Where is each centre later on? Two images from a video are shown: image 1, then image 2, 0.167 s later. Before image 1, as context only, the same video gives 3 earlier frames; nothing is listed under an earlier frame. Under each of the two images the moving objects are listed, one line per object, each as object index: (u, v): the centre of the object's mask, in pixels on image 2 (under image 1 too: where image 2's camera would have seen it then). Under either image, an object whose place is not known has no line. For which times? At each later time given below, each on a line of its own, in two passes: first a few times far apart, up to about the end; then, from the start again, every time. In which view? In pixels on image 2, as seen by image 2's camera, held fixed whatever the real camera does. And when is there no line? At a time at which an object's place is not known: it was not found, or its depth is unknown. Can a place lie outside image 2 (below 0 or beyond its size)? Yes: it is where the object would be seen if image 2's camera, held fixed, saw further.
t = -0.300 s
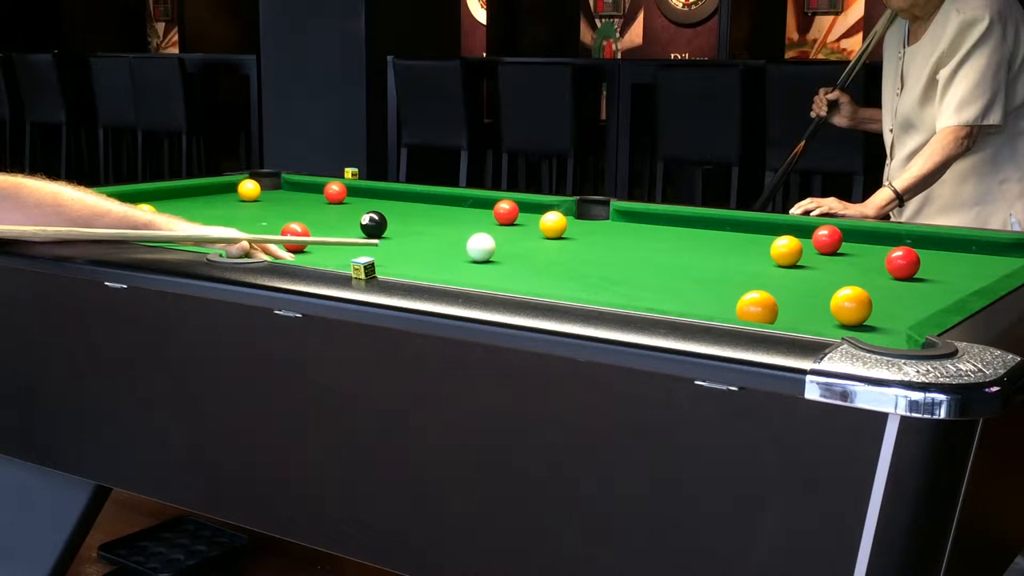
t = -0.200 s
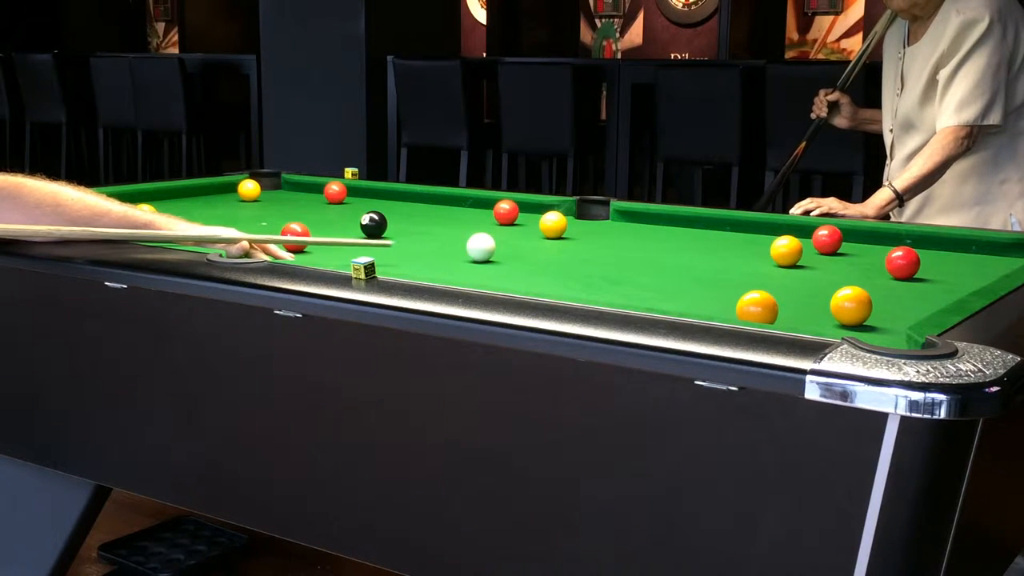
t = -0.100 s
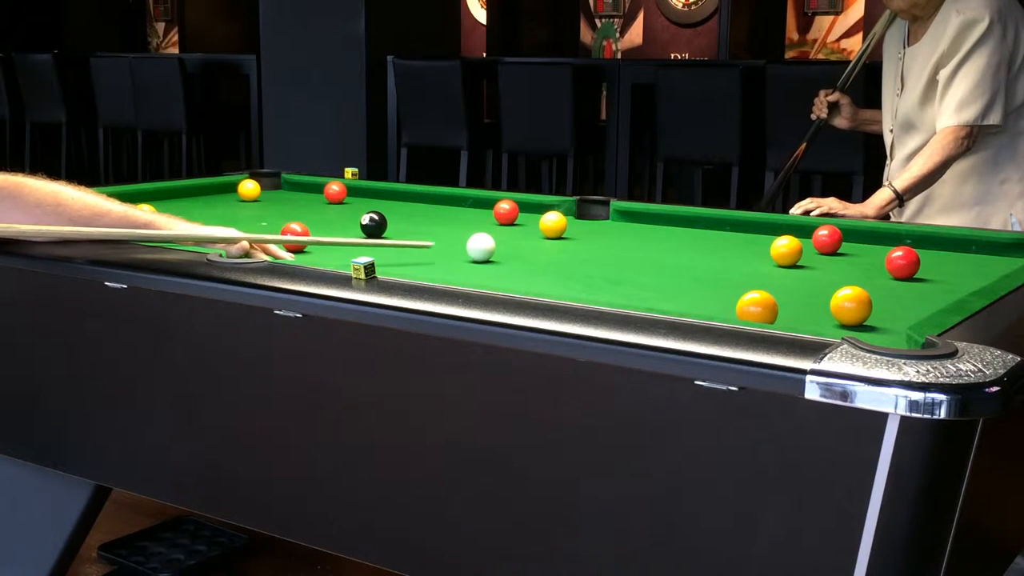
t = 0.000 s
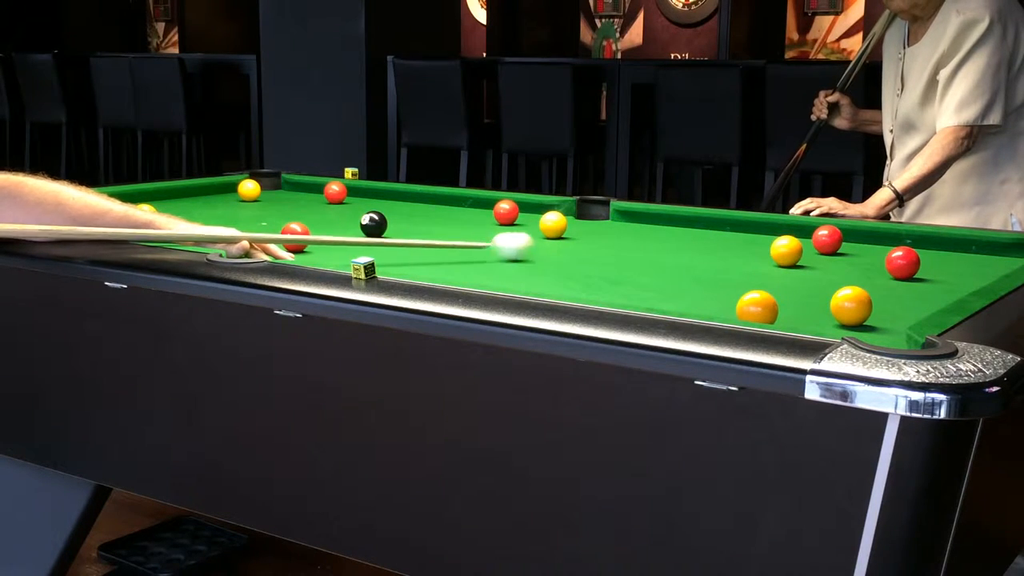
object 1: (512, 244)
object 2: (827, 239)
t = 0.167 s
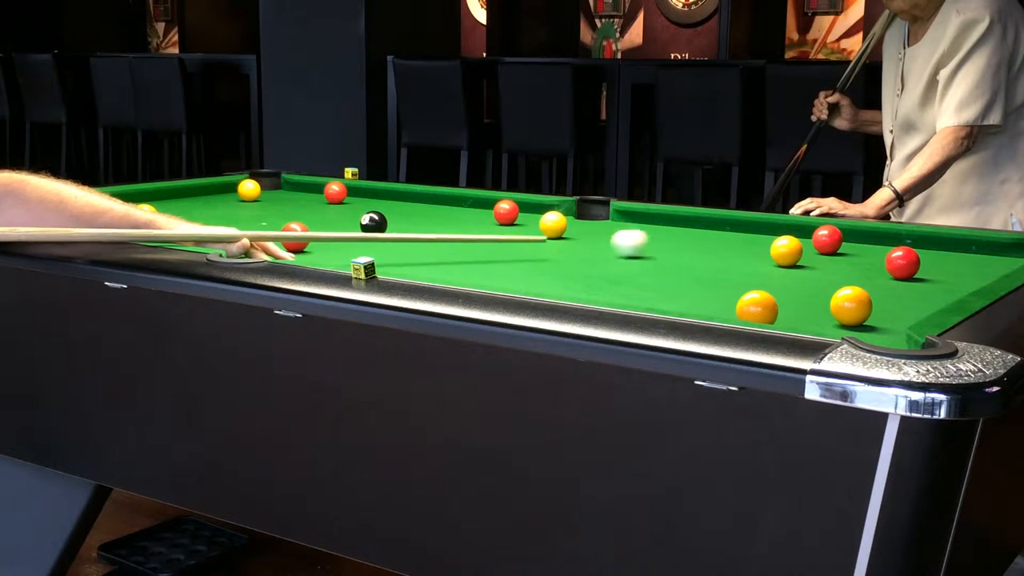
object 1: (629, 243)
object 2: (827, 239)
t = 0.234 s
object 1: (671, 242)
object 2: (827, 239)
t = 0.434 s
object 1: (792, 233)
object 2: (827, 239)
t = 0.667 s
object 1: (817, 231)
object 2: (912, 240)
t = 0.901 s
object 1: (804, 232)
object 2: (990, 246)
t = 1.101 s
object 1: (785, 232)
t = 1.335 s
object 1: (763, 241)
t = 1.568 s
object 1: (747, 246)
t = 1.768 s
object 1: (731, 249)
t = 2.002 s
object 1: (715, 253)
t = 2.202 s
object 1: (702, 256)
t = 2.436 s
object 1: (688, 260)
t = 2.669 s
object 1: (676, 263)
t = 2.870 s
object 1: (666, 265)
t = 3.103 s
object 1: (657, 267)
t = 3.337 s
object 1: (649, 268)
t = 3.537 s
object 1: (644, 270)
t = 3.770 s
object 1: (640, 270)
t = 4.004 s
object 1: (638, 271)
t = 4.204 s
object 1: (638, 271)
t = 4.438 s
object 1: (638, 271)
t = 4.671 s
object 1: (638, 271)
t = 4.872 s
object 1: (638, 271)
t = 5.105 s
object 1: (638, 271)
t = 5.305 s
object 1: (638, 271)
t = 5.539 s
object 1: (639, 271)
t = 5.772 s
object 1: (638, 271)
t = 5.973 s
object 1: (638, 271)
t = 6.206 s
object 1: (638, 271)
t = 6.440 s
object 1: (638, 271)
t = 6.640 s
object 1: (639, 270)
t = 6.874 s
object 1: (638, 271)
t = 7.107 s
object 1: (639, 271)
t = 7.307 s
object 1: (639, 271)
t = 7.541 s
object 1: (638, 271)
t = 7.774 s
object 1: (638, 271)
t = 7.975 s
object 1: (639, 270)
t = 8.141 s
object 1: (638, 271)
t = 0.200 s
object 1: (651, 242)
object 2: (827, 239)
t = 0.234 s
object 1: (671, 242)
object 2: (827, 239)
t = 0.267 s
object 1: (692, 241)
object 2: (827, 239)
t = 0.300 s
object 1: (712, 241)
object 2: (827, 239)
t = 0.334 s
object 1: (732, 240)
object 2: (827, 239)
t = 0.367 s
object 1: (751, 240)
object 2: (827, 239)
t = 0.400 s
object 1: (768, 237)
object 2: (827, 239)
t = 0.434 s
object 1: (792, 233)
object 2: (827, 239)
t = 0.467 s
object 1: (800, 235)
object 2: (837, 239)
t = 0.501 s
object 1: (801, 234)
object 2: (852, 239)
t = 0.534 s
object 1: (803, 233)
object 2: (865, 240)
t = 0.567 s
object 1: (806, 233)
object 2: (877, 241)
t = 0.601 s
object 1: (810, 233)
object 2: (887, 240)
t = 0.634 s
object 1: (813, 232)
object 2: (899, 238)
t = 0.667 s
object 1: (817, 231)
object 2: (912, 240)
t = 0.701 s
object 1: (821, 230)
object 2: (923, 243)
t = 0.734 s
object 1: (819, 230)
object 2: (934, 244)
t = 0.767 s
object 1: (816, 231)
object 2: (945, 244)
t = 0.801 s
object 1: (813, 232)
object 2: (956, 245)
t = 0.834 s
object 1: (809, 232)
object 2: (967, 245)
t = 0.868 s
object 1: (807, 232)
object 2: (979, 246)
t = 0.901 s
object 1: (804, 232)
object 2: (990, 246)
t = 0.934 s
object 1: (802, 232)
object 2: (1001, 247)
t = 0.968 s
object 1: (799, 232)
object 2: (1010, 248)
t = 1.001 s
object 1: (796, 232)
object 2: (1017, 247)
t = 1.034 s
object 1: (793, 232)
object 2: (1021, 248)
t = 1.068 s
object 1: (789, 232)
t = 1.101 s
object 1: (785, 232)
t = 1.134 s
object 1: (782, 232)
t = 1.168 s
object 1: (778, 233)
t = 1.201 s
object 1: (774, 235)
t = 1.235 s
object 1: (771, 237)
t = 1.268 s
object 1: (768, 238)
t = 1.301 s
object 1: (766, 240)
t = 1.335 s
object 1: (763, 241)
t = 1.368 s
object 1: (762, 242)
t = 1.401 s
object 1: (759, 242)
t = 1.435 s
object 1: (757, 243)
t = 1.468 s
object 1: (754, 244)
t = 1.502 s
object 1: (752, 245)
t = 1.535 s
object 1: (749, 245)
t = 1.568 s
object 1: (747, 246)
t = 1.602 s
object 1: (744, 246)
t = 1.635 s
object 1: (741, 247)
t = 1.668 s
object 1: (739, 247)
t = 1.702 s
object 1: (736, 248)
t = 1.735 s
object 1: (734, 248)
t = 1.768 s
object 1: (731, 249)
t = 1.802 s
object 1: (729, 250)
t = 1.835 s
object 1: (726, 250)
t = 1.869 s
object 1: (724, 251)
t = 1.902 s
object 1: (722, 251)
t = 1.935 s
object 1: (719, 252)
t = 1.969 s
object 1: (717, 253)
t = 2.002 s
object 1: (715, 253)
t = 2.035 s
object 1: (713, 254)
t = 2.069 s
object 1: (710, 254)
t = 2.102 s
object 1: (708, 255)
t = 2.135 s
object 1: (706, 255)
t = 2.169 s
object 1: (704, 256)
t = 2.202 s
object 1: (702, 256)
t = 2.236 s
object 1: (699, 257)
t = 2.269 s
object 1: (697, 257)
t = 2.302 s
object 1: (695, 258)
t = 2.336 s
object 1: (693, 258)
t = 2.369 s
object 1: (691, 258)
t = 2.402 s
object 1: (690, 259)
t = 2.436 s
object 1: (688, 260)
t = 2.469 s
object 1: (686, 260)
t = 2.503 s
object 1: (684, 260)
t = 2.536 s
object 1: (682, 261)
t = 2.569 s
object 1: (681, 261)
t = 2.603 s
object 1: (679, 262)
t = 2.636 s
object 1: (677, 262)
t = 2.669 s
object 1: (676, 263)
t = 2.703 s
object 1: (674, 263)
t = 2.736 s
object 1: (672, 263)
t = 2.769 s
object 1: (671, 264)
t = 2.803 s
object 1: (669, 264)
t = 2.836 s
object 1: (668, 264)
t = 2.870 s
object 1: (666, 265)
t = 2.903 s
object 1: (665, 265)
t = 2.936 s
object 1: (664, 265)
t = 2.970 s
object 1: (662, 266)
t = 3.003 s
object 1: (661, 266)
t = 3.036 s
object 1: (659, 266)
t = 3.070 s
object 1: (658, 267)
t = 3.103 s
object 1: (657, 267)
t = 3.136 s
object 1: (655, 267)
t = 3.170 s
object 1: (654, 267)
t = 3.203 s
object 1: (653, 268)
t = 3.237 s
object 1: (652, 268)
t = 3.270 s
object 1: (651, 268)
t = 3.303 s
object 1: (650, 268)
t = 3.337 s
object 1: (649, 268)
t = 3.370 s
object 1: (648, 269)
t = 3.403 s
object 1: (647, 269)
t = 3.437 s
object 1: (646, 269)
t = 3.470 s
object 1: (645, 269)
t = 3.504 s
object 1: (645, 269)
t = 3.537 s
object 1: (644, 270)
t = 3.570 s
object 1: (643, 270)
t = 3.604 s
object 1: (642, 270)
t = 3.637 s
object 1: (642, 270)
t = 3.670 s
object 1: (641, 270)
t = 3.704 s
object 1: (641, 270)
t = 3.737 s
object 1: (640, 270)
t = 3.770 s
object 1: (640, 270)
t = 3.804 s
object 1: (639, 270)
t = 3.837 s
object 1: (639, 270)
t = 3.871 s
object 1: (639, 270)
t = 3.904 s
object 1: (638, 271)
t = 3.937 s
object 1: (638, 270)
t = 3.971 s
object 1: (638, 270)
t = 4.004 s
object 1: (638, 271)
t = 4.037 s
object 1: (638, 271)
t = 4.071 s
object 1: (638, 271)
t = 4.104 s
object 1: (638, 271)
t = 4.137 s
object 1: (638, 271)
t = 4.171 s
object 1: (638, 271)
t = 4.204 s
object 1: (638, 271)
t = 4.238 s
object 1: (638, 271)
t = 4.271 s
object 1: (638, 271)
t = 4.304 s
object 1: (638, 271)
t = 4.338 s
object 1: (638, 271)
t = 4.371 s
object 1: (638, 271)
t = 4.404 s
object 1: (638, 270)
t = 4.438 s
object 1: (638, 271)
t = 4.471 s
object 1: (638, 271)
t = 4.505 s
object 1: (638, 271)
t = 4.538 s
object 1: (638, 271)
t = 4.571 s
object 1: (638, 271)
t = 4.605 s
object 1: (638, 271)
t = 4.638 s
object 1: (638, 271)
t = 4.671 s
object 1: (638, 271)
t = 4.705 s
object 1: (638, 271)
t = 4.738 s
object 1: (638, 271)
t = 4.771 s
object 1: (638, 271)
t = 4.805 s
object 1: (639, 271)
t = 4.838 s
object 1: (638, 271)
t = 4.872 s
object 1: (638, 271)
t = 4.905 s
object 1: (638, 271)
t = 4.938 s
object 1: (638, 271)
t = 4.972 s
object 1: (638, 271)
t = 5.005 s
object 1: (638, 271)
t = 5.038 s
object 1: (638, 271)
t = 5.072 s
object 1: (638, 271)
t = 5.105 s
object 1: (638, 271)
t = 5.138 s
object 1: (638, 271)
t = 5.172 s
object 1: (638, 271)
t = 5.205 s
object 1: (639, 270)
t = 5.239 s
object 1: (638, 271)
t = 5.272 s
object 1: (638, 271)
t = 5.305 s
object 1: (638, 271)
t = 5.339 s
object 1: (638, 271)
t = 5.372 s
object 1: (639, 271)
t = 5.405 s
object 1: (639, 271)
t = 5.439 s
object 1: (639, 271)
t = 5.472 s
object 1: (639, 271)
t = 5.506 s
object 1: (639, 271)
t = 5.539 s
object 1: (639, 271)
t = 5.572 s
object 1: (639, 271)
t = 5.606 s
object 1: (638, 271)
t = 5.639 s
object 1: (638, 271)
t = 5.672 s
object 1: (638, 271)
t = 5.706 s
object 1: (638, 271)
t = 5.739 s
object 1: (638, 271)
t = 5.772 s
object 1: (638, 271)
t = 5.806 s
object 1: (638, 271)
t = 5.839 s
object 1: (638, 271)
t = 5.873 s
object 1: (638, 271)
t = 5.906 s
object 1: (638, 271)
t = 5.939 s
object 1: (638, 271)
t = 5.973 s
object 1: (638, 271)
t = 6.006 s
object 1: (638, 271)
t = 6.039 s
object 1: (638, 271)
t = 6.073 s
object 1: (638, 271)
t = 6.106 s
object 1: (638, 271)
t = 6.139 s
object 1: (638, 271)
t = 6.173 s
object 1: (638, 271)
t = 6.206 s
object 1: (638, 271)
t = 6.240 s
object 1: (638, 271)
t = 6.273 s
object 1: (638, 271)
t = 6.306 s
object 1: (638, 271)
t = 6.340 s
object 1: (638, 271)
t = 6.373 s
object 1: (638, 271)
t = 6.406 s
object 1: (638, 271)
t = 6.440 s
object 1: (638, 271)
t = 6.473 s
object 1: (639, 271)
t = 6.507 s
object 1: (638, 271)
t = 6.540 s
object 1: (638, 271)
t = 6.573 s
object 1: (638, 271)
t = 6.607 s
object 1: (638, 271)
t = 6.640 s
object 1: (639, 270)
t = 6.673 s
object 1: (639, 270)
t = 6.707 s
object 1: (638, 271)
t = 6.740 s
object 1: (639, 270)
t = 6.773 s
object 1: (639, 270)
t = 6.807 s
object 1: (639, 270)
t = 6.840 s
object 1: (638, 271)
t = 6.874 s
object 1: (638, 271)
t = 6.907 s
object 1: (638, 271)
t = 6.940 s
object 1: (638, 271)
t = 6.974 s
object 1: (639, 270)
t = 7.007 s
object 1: (638, 271)
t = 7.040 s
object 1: (639, 271)
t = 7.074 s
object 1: (639, 271)
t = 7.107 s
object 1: (639, 271)
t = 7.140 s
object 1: (639, 270)
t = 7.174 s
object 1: (638, 271)
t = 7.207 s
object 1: (638, 271)
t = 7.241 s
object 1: (639, 270)
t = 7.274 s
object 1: (639, 271)
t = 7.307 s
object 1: (639, 271)
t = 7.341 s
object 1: (639, 270)
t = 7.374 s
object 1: (639, 270)
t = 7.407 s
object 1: (639, 270)
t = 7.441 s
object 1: (638, 271)
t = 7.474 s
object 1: (638, 271)
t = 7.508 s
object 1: (639, 270)
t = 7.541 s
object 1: (638, 271)
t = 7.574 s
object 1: (639, 270)
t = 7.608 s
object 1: (638, 271)
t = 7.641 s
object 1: (639, 271)
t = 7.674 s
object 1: (638, 271)
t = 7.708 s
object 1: (638, 271)
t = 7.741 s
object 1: (638, 271)
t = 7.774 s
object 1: (638, 271)
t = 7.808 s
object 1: (638, 271)
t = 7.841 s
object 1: (638, 271)
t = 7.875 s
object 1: (639, 270)
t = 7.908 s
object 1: (639, 271)
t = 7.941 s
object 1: (638, 271)
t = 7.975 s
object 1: (639, 270)
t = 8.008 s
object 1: (638, 271)
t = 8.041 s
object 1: (638, 271)
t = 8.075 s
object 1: (638, 271)
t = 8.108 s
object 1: (638, 271)
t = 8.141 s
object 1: (638, 271)
